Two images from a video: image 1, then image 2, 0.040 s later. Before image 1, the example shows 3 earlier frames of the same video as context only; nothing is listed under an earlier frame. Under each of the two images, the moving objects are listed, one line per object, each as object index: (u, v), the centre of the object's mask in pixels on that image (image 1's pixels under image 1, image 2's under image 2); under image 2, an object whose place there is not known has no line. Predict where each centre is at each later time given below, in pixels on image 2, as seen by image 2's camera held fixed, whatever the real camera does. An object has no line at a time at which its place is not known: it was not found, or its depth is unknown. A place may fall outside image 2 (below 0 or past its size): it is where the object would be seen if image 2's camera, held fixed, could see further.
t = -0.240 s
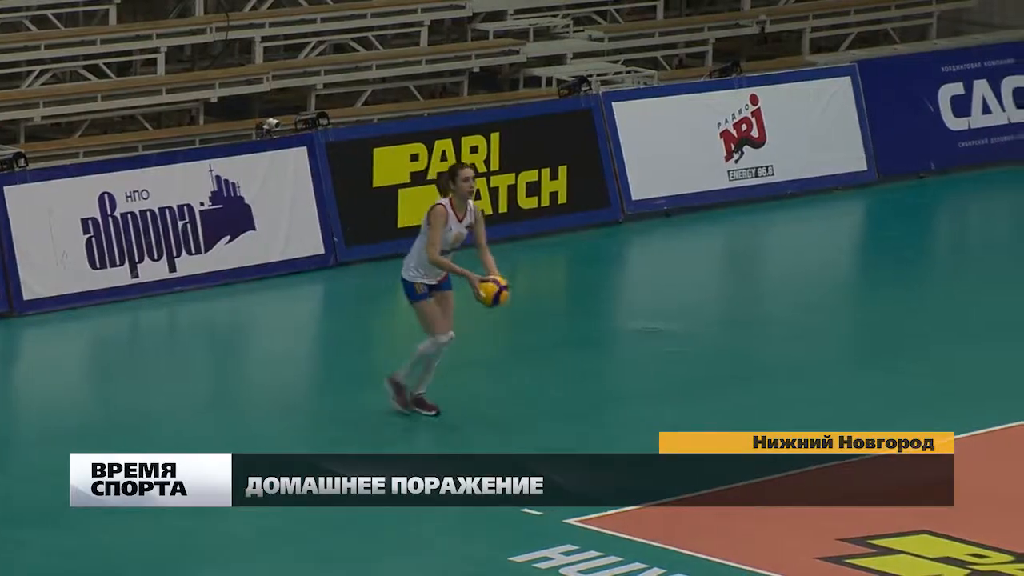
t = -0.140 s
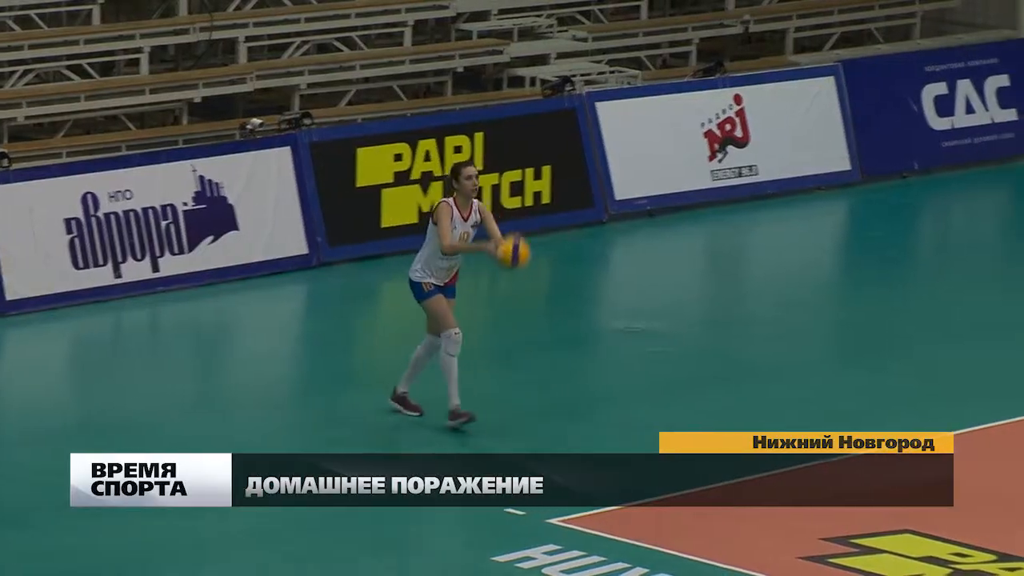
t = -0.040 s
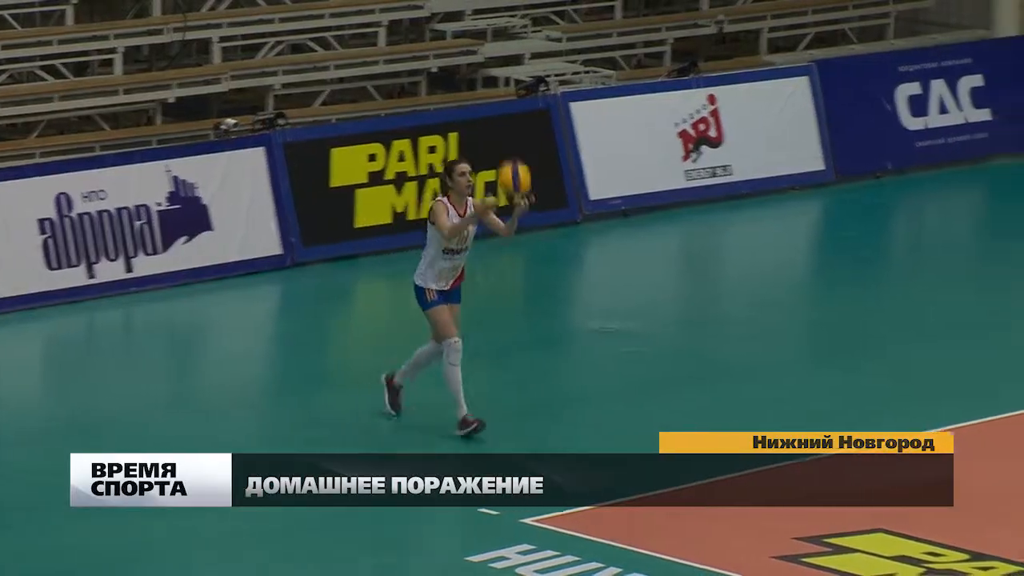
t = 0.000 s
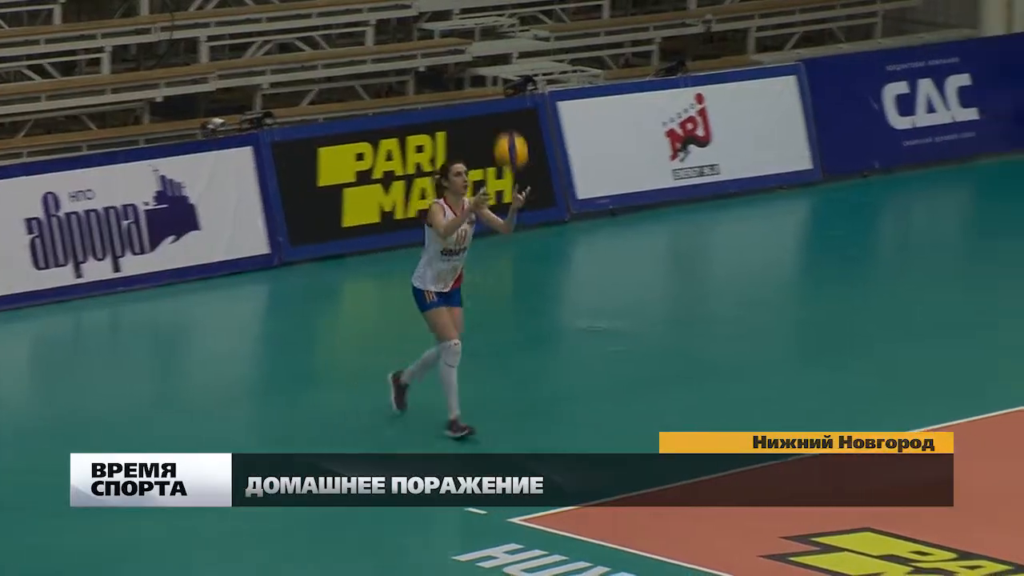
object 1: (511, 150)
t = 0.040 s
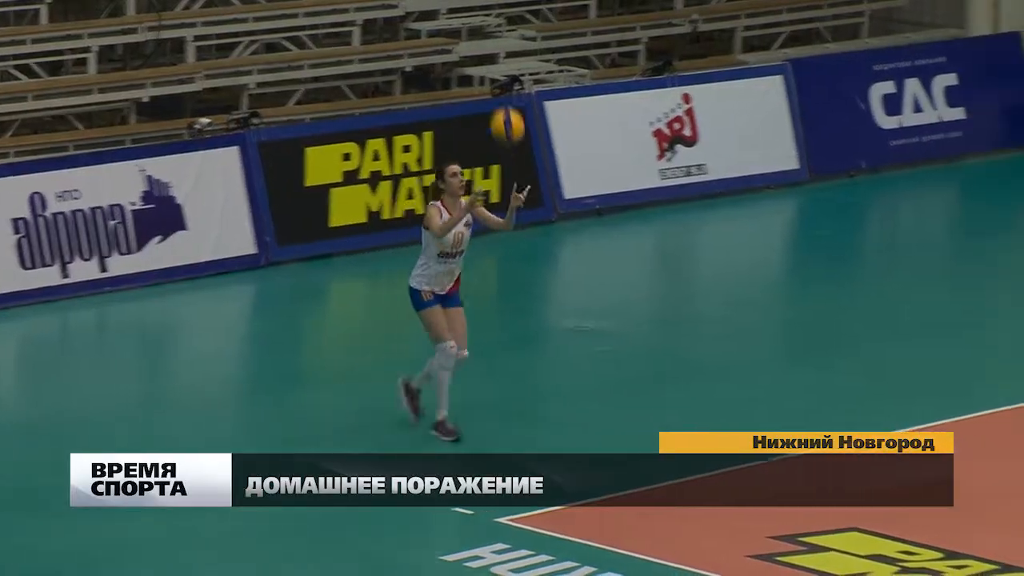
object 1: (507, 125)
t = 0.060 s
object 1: (514, 112)
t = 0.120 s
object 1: (526, 82)
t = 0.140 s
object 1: (530, 73)
